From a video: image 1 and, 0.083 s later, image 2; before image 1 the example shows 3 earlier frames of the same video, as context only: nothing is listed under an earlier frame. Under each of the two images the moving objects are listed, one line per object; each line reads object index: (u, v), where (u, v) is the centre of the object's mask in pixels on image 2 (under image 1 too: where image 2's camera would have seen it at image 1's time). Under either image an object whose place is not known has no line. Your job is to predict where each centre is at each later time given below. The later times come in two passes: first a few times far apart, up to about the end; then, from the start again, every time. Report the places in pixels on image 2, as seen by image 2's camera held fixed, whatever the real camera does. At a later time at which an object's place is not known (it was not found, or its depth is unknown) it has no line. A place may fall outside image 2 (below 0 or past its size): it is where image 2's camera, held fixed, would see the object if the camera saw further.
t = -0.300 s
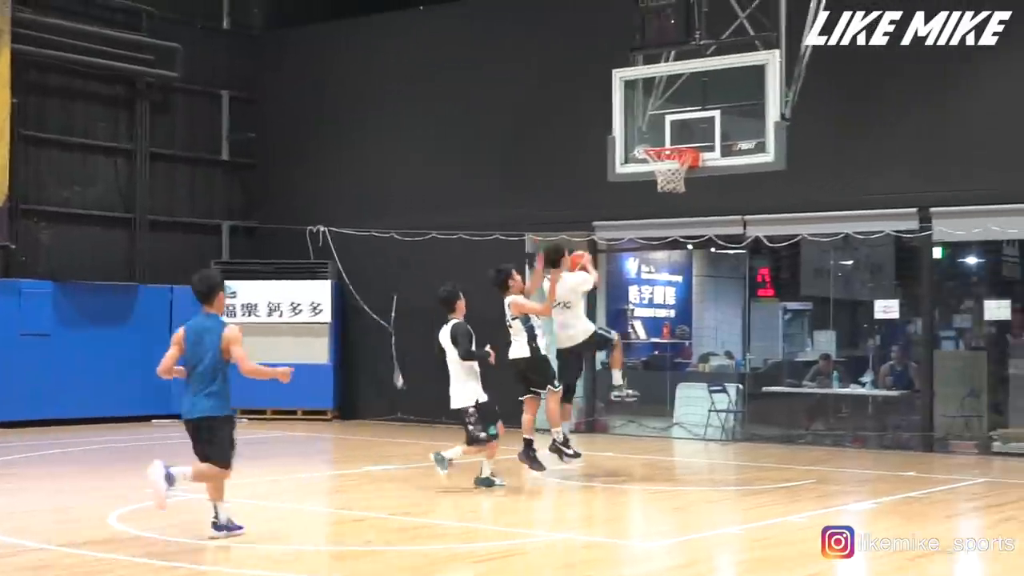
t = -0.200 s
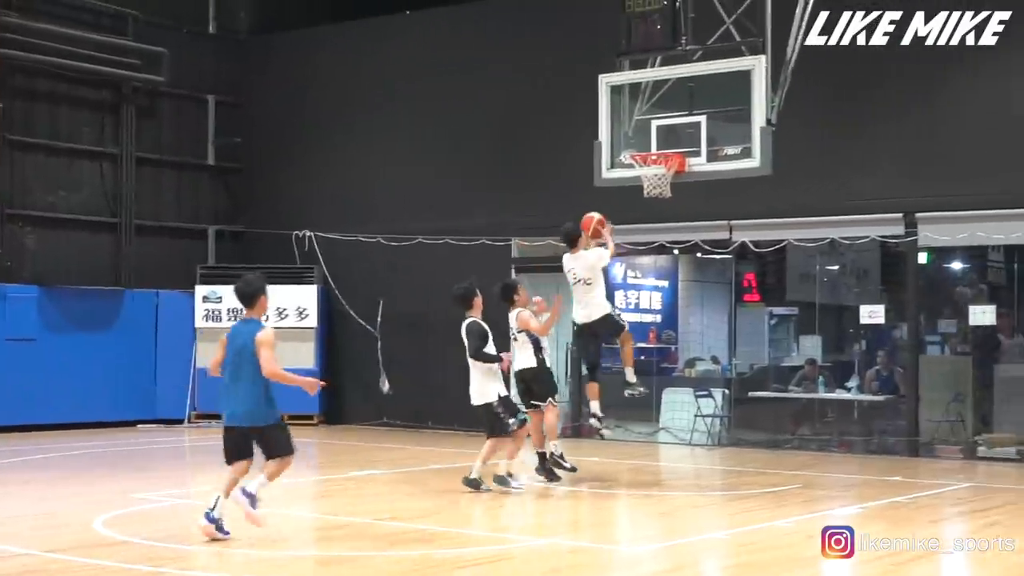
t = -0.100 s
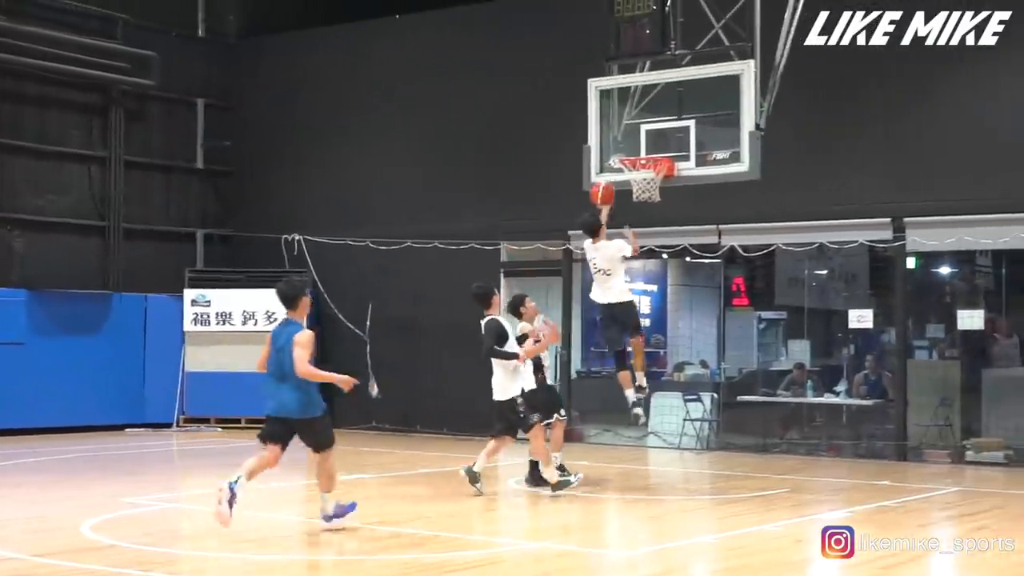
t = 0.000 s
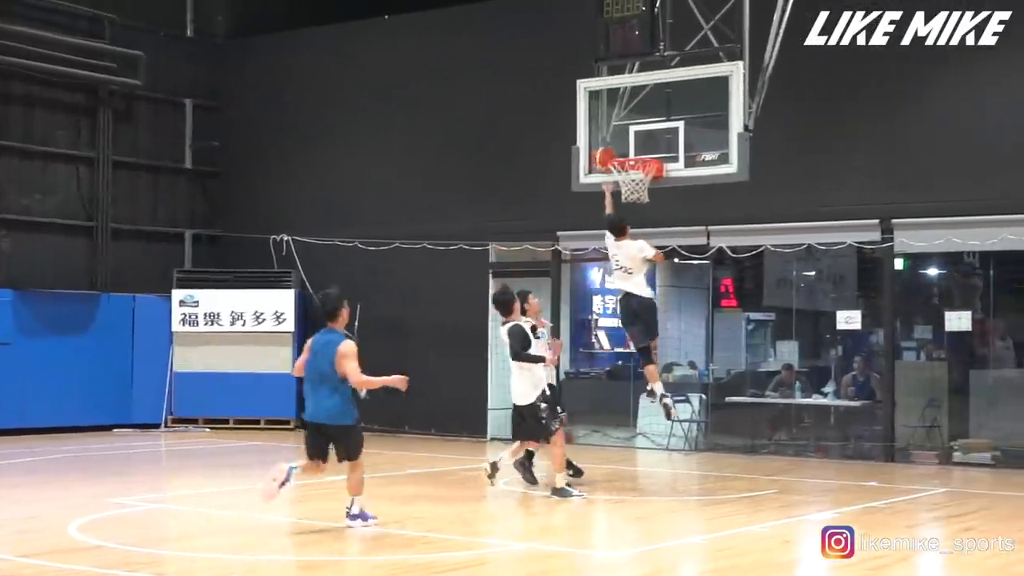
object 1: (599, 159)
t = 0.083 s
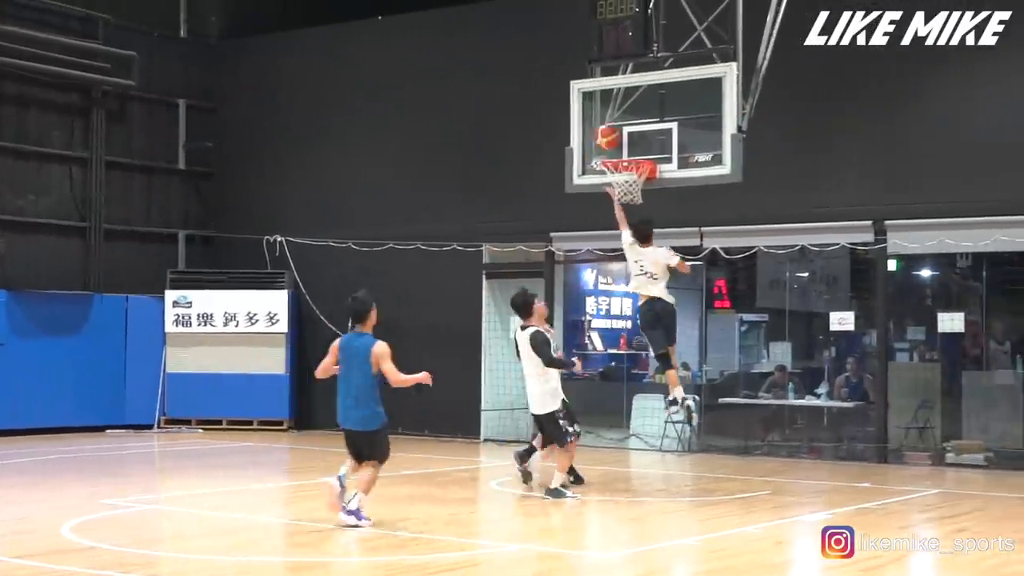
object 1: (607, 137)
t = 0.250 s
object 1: (617, 114)
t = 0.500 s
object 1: (624, 129)
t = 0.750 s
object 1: (630, 203)
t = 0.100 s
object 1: (608, 134)
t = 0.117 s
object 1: (610, 131)
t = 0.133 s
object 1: (611, 127)
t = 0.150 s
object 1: (614, 126)
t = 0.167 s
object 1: (615, 122)
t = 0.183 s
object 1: (616, 120)
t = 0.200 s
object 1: (616, 118)
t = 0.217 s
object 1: (617, 117)
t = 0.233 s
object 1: (617, 115)
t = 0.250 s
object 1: (617, 114)
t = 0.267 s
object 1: (618, 113)
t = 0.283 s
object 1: (618, 112)
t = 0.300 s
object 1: (619, 112)
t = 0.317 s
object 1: (620, 112)
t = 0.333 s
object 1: (620, 112)
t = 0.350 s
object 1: (621, 113)
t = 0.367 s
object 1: (621, 114)
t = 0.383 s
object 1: (621, 115)
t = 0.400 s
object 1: (622, 116)
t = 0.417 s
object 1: (622, 117)
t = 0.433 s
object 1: (623, 119)
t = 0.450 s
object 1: (623, 122)
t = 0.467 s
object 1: (624, 123)
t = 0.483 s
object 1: (624, 126)
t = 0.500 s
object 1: (624, 129)
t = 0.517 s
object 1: (624, 133)
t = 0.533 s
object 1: (623, 136)
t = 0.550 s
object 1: (624, 139)
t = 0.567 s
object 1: (624, 144)
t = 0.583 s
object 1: (625, 147)
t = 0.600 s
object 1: (626, 151)
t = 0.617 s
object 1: (627, 153)
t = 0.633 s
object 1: (626, 160)
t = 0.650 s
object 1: (626, 167)
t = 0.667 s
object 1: (627, 173)
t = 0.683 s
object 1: (626, 174)
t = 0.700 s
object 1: (626, 179)
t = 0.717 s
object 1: (627, 198)
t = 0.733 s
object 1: (629, 201)
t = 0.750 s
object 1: (630, 203)
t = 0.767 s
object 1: (630, 206)
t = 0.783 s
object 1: (630, 211)
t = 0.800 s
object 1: (630, 217)
